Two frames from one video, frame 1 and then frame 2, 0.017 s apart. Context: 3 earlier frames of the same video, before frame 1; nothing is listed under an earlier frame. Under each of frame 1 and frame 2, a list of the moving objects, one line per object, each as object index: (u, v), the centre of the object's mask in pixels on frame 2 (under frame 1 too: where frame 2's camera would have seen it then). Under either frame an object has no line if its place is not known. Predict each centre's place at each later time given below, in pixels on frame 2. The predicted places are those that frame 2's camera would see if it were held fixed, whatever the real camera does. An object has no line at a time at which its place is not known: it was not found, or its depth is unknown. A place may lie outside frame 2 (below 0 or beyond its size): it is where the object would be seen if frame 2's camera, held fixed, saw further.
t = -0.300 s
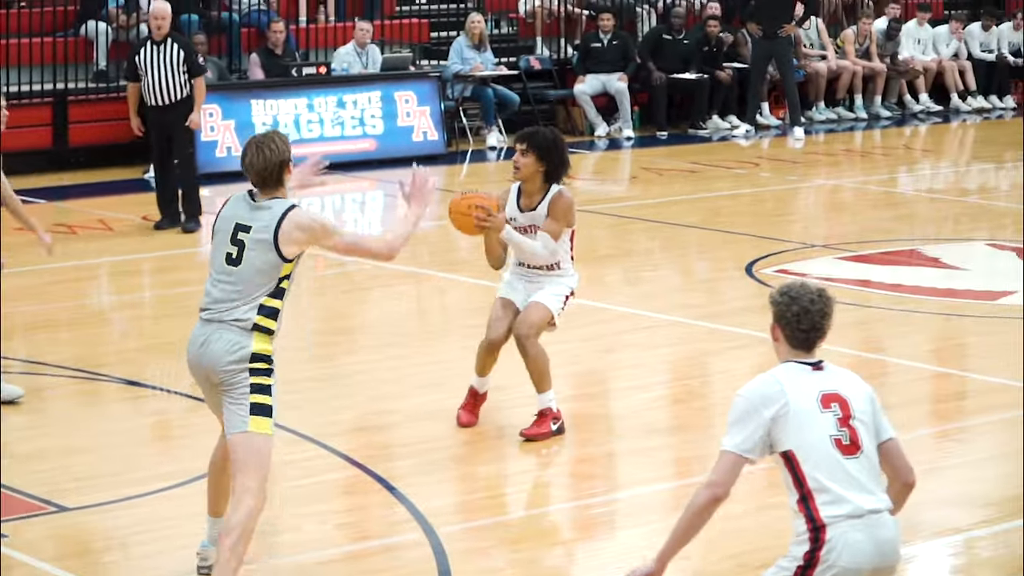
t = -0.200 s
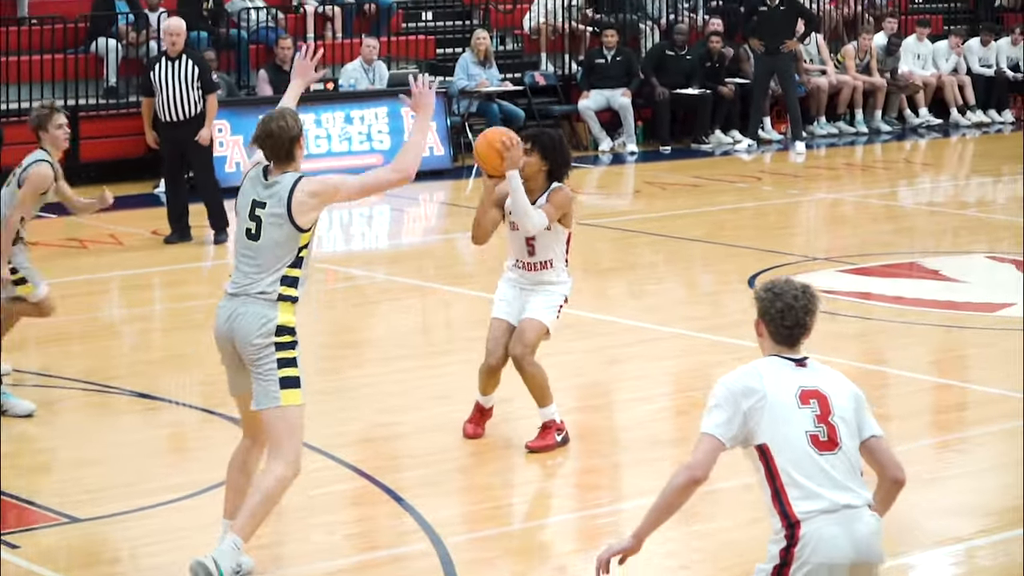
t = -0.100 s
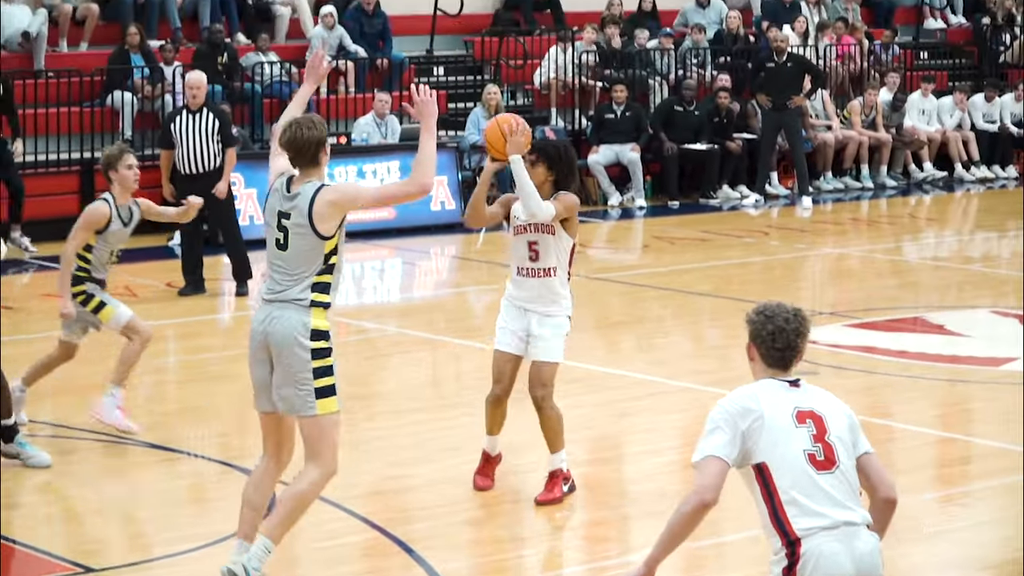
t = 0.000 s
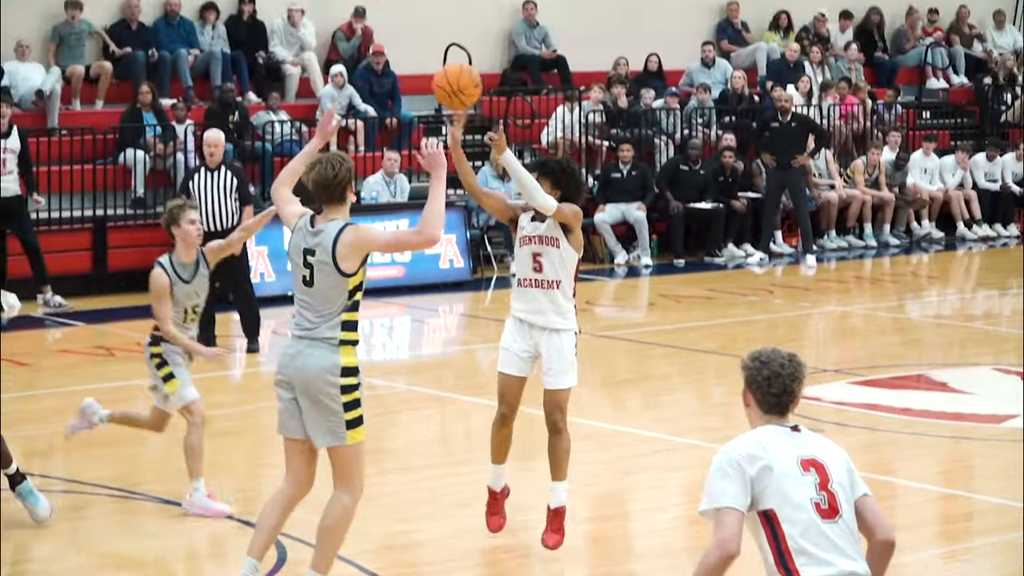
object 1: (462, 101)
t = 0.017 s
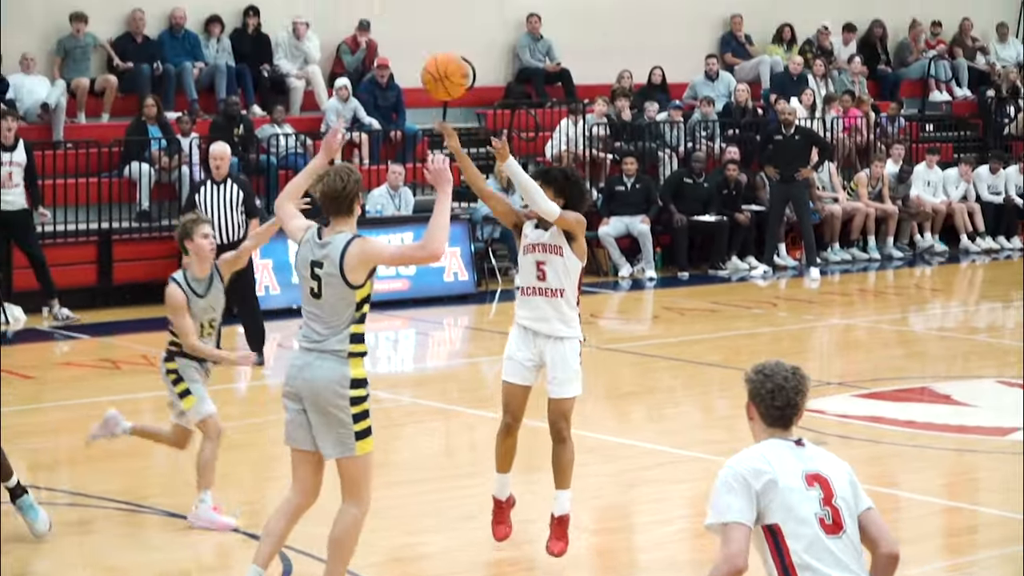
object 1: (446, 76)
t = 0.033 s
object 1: (429, 53)
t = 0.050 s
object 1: (413, 30)
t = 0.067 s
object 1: (397, 8)
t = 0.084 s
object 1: (380, -14)
